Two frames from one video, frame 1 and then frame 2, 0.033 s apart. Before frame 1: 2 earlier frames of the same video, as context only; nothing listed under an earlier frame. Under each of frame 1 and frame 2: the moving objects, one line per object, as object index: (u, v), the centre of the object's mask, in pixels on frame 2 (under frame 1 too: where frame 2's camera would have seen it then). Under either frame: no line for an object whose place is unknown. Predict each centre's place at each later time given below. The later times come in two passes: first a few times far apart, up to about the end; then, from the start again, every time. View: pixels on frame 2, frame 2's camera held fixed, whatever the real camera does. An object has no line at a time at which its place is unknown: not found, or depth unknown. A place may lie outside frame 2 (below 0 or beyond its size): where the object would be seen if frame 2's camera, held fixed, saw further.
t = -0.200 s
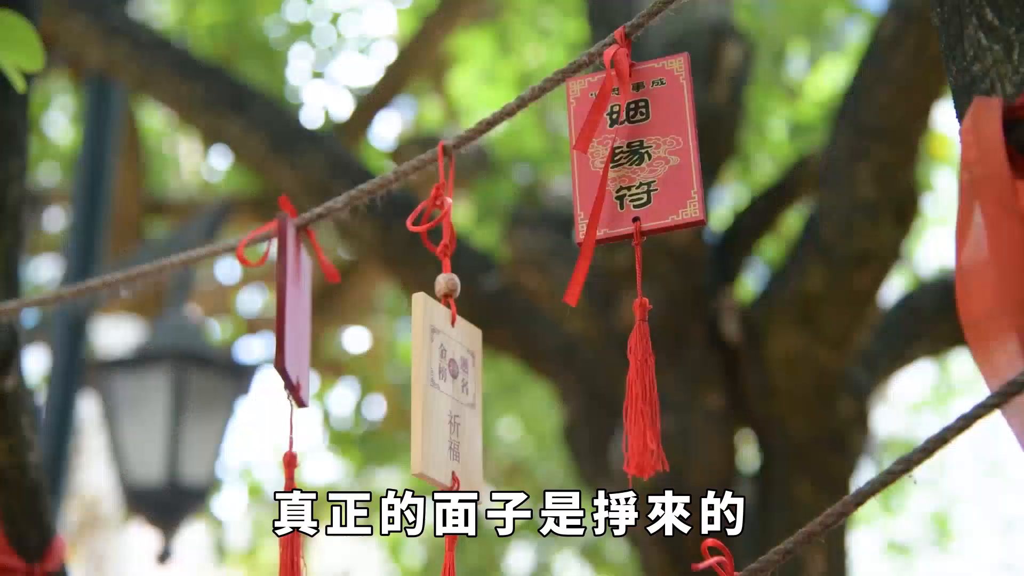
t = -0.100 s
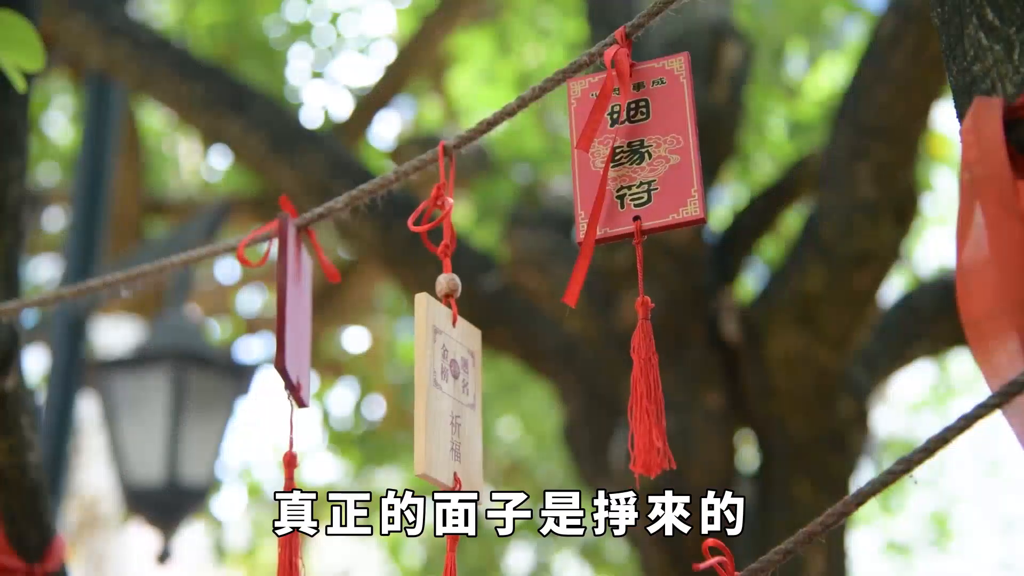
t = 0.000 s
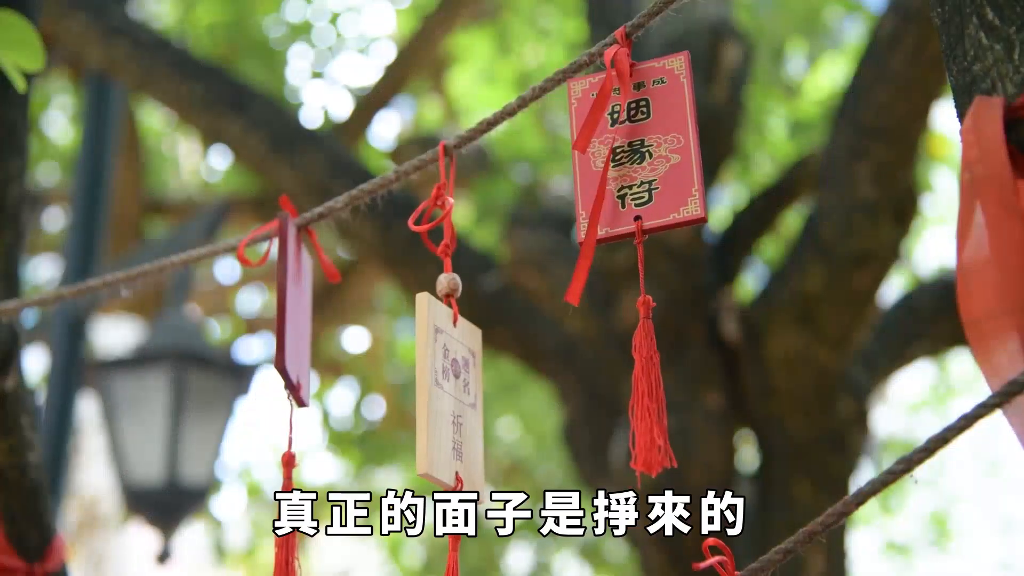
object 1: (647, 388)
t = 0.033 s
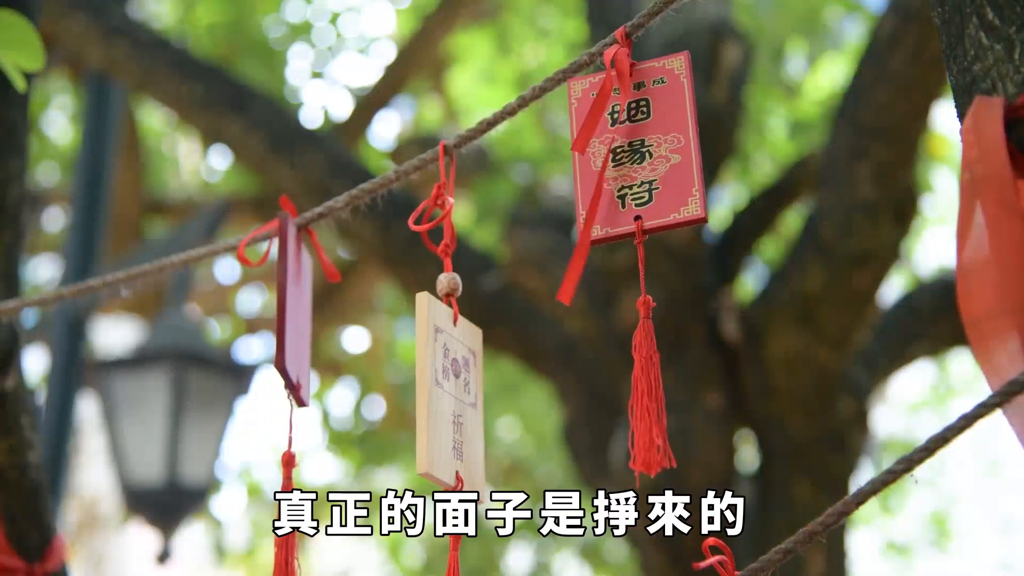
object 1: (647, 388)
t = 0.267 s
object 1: (647, 394)
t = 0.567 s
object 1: (632, 382)
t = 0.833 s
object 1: (650, 394)
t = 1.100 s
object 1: (642, 388)
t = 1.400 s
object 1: (648, 391)
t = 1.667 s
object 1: (643, 385)
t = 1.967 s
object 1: (648, 389)
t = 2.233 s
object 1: (644, 386)
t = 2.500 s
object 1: (649, 391)
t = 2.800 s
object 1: (645, 384)
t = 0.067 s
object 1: (646, 388)
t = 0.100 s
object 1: (646, 389)
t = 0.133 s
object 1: (647, 389)
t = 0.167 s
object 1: (647, 391)
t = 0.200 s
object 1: (647, 393)
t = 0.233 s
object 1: (647, 394)
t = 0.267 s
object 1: (647, 394)
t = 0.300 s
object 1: (646, 394)
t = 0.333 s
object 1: (645, 393)
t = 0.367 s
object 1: (643, 392)
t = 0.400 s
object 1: (640, 391)
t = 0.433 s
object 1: (638, 391)
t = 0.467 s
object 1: (635, 389)
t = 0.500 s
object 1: (633, 387)
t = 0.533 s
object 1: (632, 384)
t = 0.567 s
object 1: (632, 382)
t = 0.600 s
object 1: (634, 382)
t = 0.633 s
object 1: (637, 384)
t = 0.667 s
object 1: (641, 386)
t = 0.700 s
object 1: (645, 388)
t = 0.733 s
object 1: (648, 391)
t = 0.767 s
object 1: (650, 392)
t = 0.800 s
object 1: (650, 393)
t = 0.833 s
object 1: (650, 394)
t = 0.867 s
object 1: (648, 395)
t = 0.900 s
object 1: (646, 395)
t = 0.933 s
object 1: (644, 395)
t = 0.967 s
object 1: (642, 394)
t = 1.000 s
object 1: (641, 392)
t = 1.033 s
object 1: (640, 390)
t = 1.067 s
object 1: (640, 389)
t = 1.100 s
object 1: (642, 388)
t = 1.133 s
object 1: (644, 387)
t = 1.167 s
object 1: (648, 387)
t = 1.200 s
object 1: (651, 387)
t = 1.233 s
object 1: (653, 388)
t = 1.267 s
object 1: (654, 389)
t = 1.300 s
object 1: (654, 389)
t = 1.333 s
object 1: (653, 390)
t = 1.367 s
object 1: (651, 390)
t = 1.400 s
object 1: (648, 391)
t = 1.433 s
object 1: (645, 390)
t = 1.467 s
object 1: (643, 390)
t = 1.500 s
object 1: (640, 389)
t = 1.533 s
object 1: (639, 387)
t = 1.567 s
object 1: (638, 386)
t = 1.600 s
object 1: (639, 386)
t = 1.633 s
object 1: (641, 385)
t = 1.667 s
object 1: (643, 385)
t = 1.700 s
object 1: (646, 385)
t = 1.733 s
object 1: (649, 385)
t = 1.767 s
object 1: (652, 386)
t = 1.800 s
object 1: (654, 387)
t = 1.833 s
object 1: (655, 387)
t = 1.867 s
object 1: (655, 388)
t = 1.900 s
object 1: (654, 388)
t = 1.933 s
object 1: (651, 389)
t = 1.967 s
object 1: (648, 389)
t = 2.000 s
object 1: (645, 389)
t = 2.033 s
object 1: (643, 389)
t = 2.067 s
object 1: (641, 389)
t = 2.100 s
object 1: (640, 388)
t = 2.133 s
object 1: (639, 387)
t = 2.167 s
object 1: (640, 386)
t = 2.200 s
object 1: (642, 386)
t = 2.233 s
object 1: (644, 386)
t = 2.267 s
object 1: (647, 385)
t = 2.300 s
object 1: (649, 385)
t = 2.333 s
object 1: (652, 386)
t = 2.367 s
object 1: (653, 387)
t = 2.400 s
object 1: (653, 388)
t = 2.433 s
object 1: (652, 389)
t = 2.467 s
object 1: (651, 391)
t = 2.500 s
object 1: (649, 391)
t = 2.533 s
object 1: (646, 391)
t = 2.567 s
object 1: (643, 391)
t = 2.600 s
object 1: (641, 390)
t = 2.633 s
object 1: (638, 388)
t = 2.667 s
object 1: (637, 387)
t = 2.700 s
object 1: (637, 386)
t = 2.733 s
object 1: (638, 385)
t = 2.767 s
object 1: (641, 384)
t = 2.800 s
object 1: (645, 384)
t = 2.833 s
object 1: (650, 384)
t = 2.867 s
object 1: (654, 385)
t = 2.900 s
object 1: (657, 386)
